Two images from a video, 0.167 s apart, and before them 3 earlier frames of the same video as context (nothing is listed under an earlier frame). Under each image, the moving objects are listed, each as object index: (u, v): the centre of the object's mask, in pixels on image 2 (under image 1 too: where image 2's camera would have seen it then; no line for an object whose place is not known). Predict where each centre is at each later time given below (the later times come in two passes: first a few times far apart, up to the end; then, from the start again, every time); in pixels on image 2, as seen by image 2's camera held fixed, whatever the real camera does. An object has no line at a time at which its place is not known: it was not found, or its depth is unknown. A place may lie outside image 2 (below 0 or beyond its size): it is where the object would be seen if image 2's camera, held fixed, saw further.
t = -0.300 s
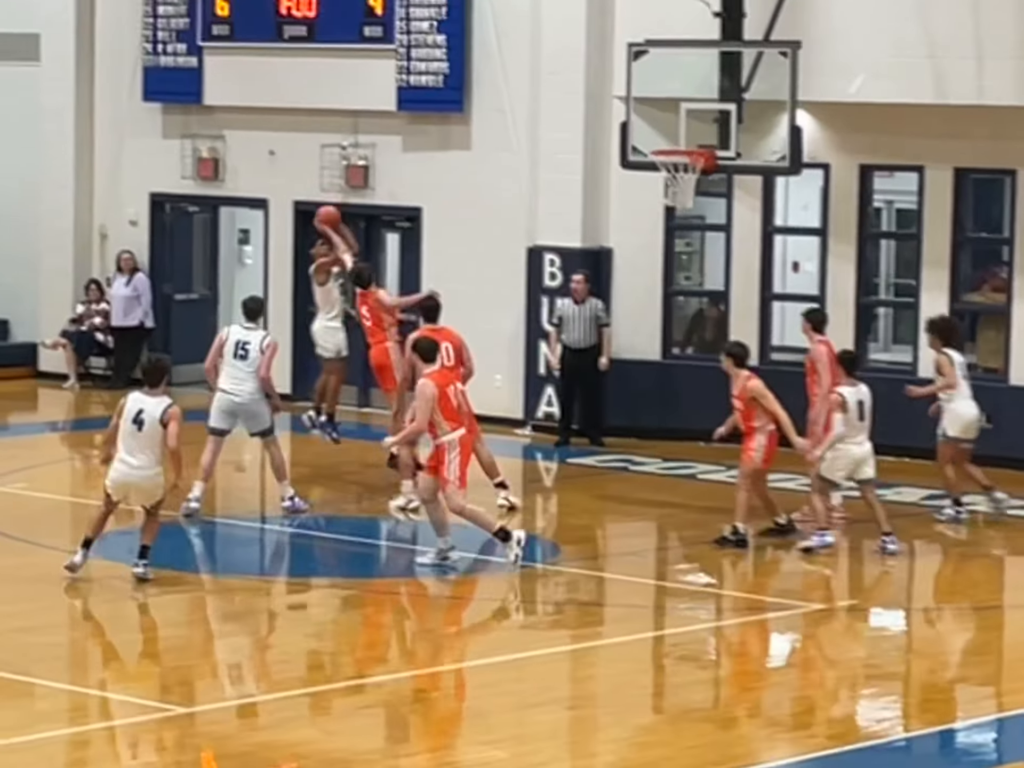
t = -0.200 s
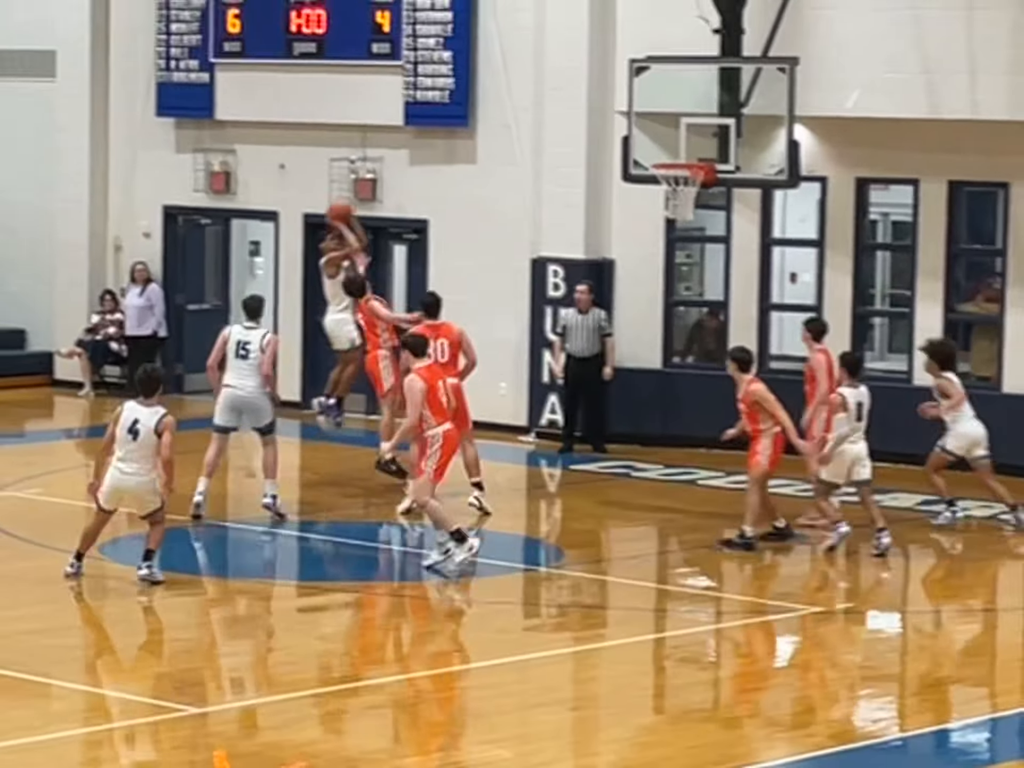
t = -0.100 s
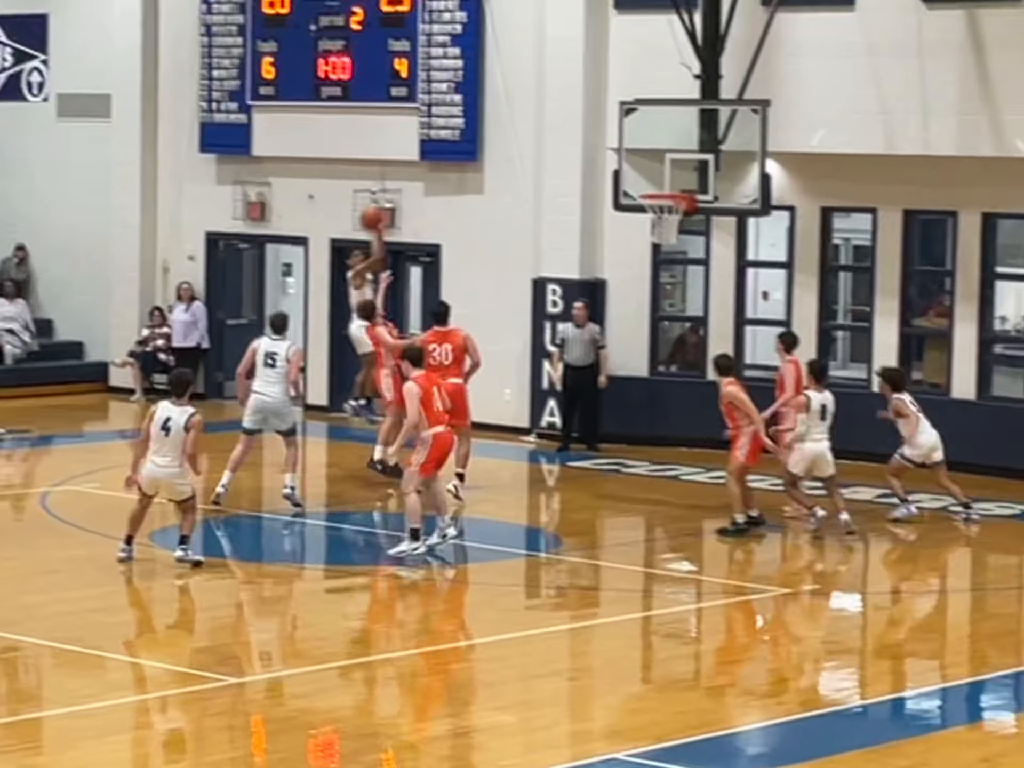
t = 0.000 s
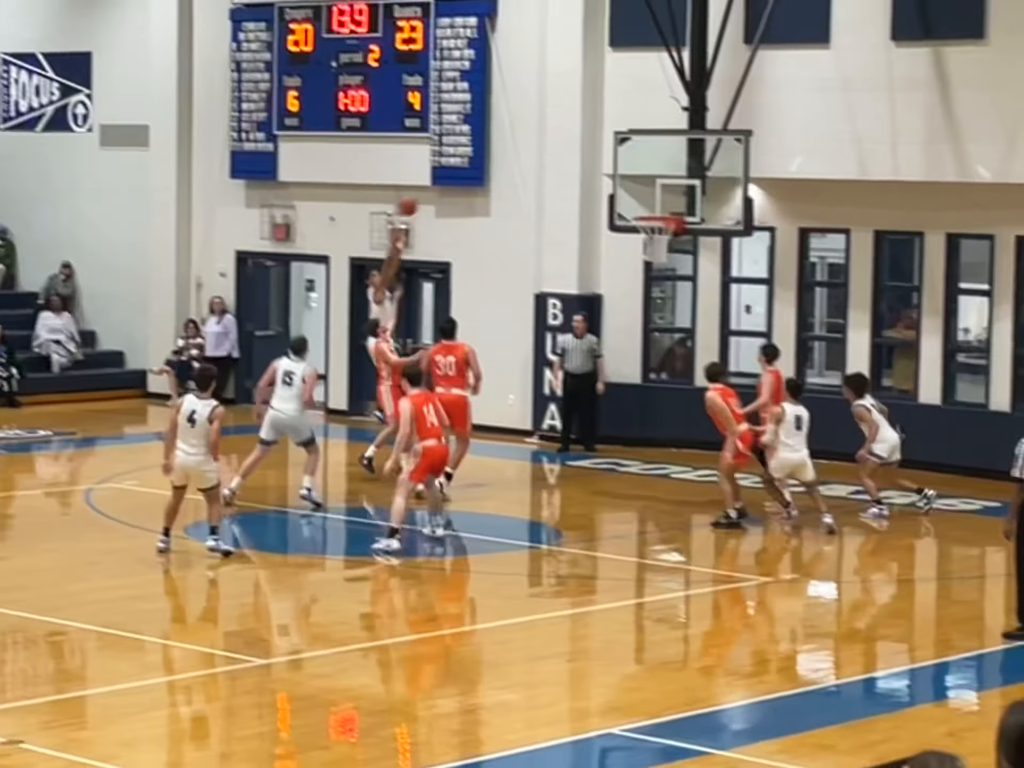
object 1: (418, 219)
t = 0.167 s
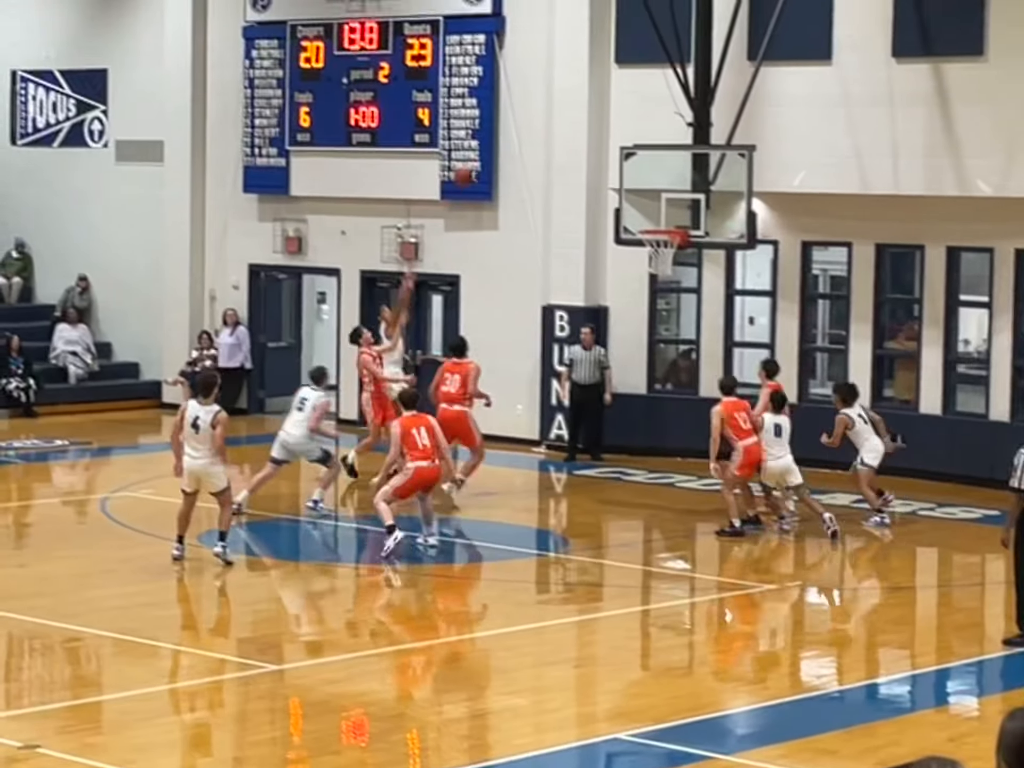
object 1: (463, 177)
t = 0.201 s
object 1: (473, 171)
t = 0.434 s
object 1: (538, 155)
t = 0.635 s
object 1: (595, 179)
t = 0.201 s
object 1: (473, 171)
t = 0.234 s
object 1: (483, 166)
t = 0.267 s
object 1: (491, 162)
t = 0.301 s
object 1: (501, 159)
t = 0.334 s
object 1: (510, 157)
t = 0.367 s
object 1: (520, 156)
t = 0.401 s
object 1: (529, 154)
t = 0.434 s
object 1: (538, 155)
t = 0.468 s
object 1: (548, 157)
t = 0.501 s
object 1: (557, 158)
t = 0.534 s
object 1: (567, 162)
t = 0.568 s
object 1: (576, 167)
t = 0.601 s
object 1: (586, 172)
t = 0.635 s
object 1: (595, 179)
